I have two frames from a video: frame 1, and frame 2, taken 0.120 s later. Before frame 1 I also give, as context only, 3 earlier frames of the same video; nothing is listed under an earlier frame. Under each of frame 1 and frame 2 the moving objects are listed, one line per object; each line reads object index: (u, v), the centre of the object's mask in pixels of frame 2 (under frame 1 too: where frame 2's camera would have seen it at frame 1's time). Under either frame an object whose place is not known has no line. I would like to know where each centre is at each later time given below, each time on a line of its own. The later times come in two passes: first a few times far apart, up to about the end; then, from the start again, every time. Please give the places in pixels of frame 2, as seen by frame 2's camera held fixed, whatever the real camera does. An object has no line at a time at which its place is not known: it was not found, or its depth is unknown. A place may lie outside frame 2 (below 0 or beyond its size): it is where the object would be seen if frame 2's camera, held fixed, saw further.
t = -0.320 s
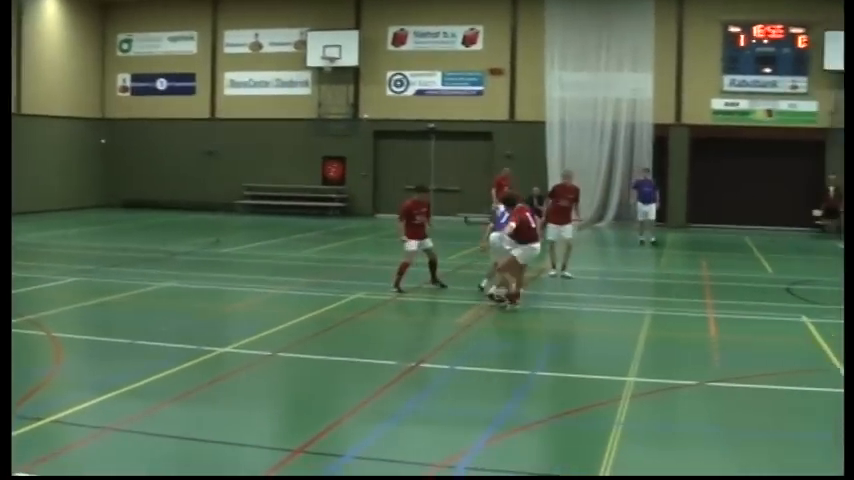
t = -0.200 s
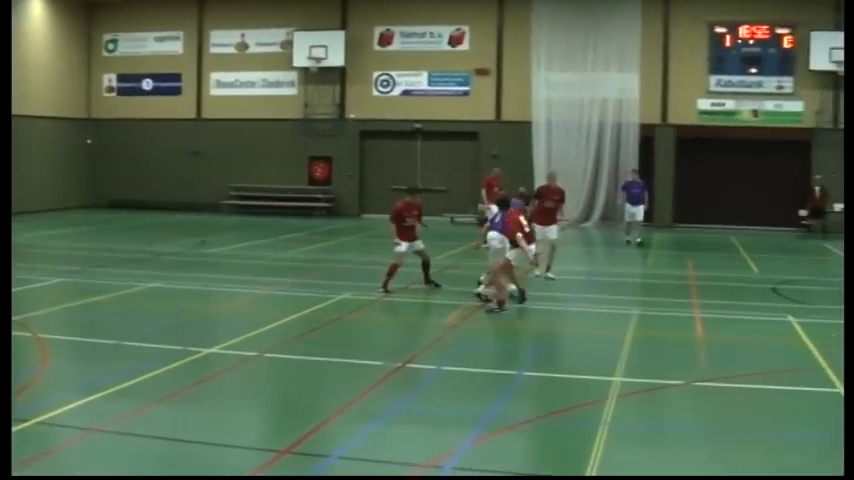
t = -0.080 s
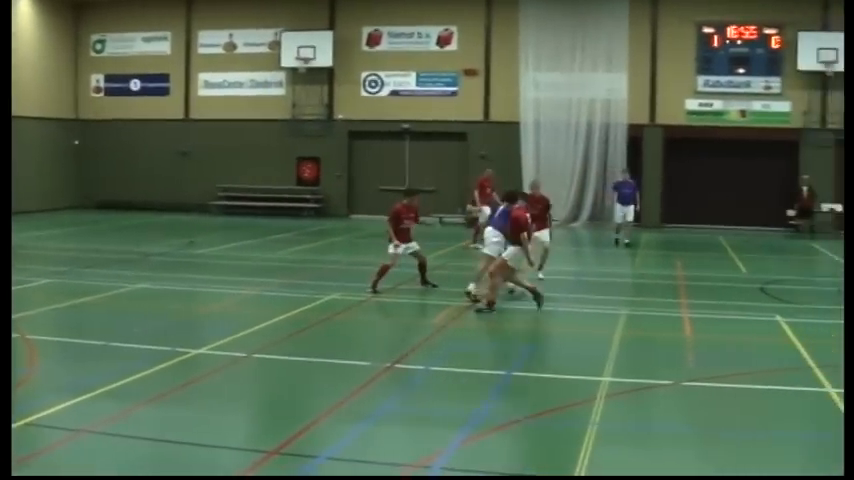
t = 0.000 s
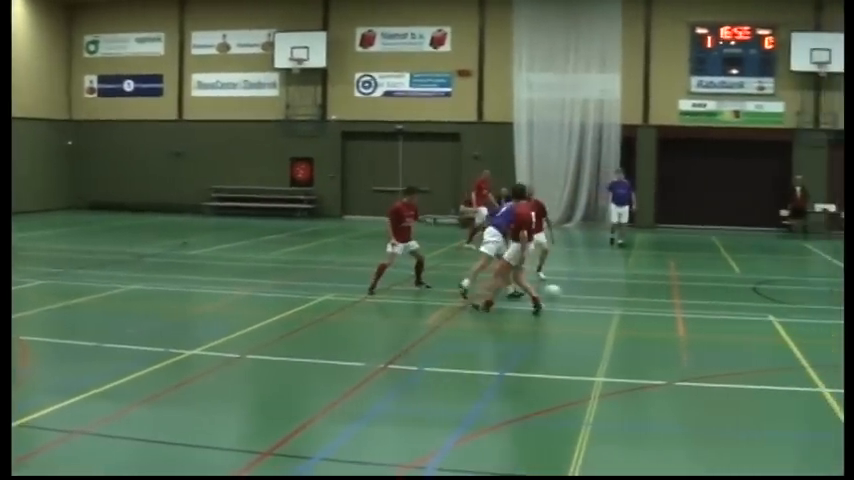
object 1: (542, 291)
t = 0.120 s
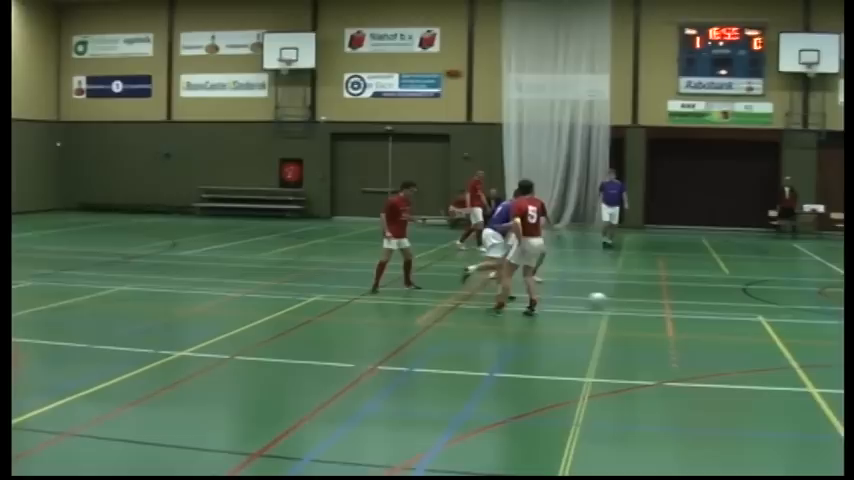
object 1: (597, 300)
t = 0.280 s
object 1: (664, 306)
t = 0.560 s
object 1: (770, 317)
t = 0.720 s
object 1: (833, 324)
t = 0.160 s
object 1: (614, 301)
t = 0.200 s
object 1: (631, 303)
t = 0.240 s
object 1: (648, 305)
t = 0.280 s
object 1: (664, 306)
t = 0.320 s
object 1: (680, 308)
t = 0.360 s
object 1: (695, 309)
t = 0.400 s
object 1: (710, 311)
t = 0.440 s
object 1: (725, 312)
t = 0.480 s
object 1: (740, 314)
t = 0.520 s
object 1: (755, 315)
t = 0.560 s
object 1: (770, 317)
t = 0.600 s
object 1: (786, 319)
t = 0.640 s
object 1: (801, 321)
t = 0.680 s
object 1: (817, 322)
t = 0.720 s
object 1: (833, 324)
